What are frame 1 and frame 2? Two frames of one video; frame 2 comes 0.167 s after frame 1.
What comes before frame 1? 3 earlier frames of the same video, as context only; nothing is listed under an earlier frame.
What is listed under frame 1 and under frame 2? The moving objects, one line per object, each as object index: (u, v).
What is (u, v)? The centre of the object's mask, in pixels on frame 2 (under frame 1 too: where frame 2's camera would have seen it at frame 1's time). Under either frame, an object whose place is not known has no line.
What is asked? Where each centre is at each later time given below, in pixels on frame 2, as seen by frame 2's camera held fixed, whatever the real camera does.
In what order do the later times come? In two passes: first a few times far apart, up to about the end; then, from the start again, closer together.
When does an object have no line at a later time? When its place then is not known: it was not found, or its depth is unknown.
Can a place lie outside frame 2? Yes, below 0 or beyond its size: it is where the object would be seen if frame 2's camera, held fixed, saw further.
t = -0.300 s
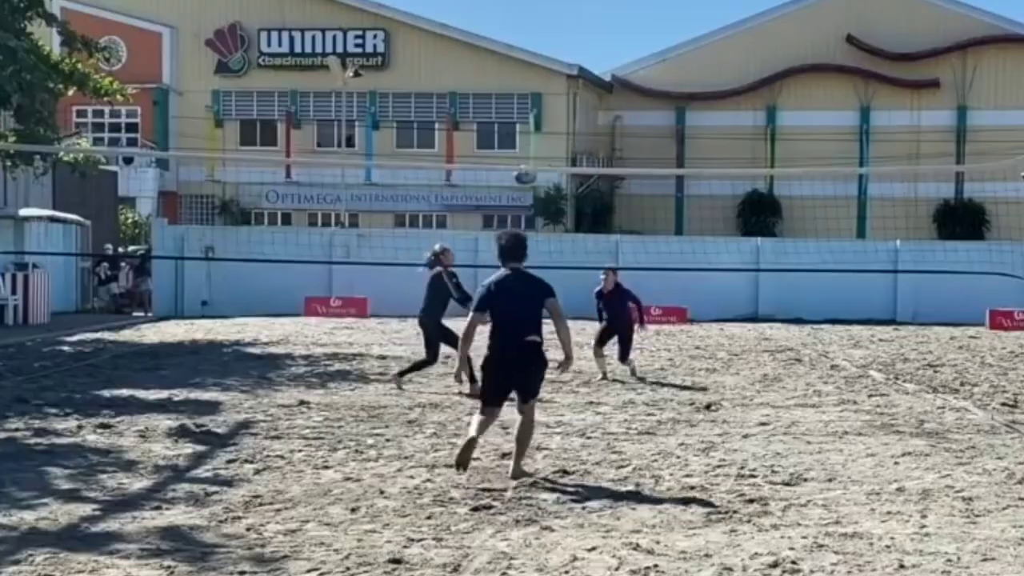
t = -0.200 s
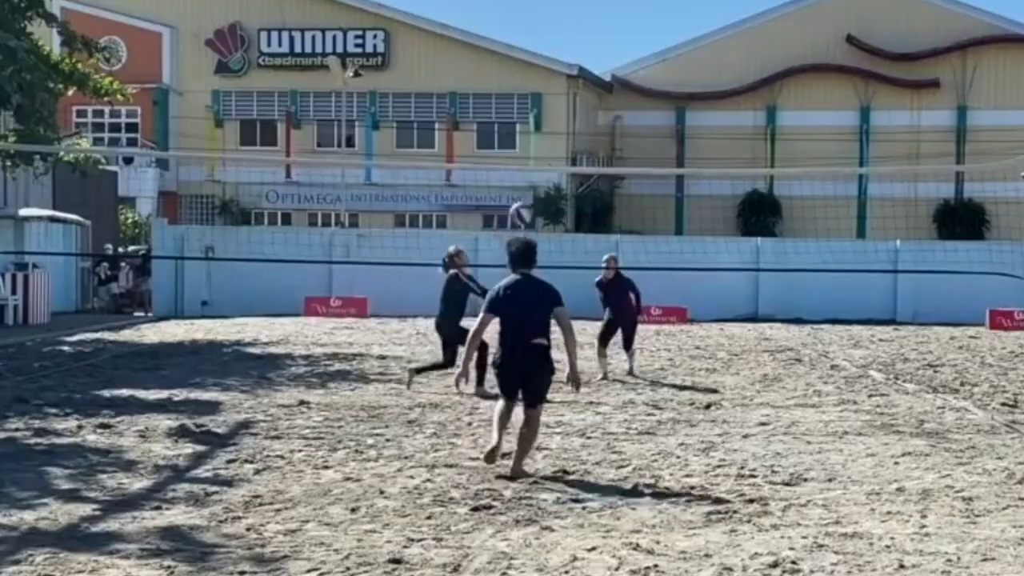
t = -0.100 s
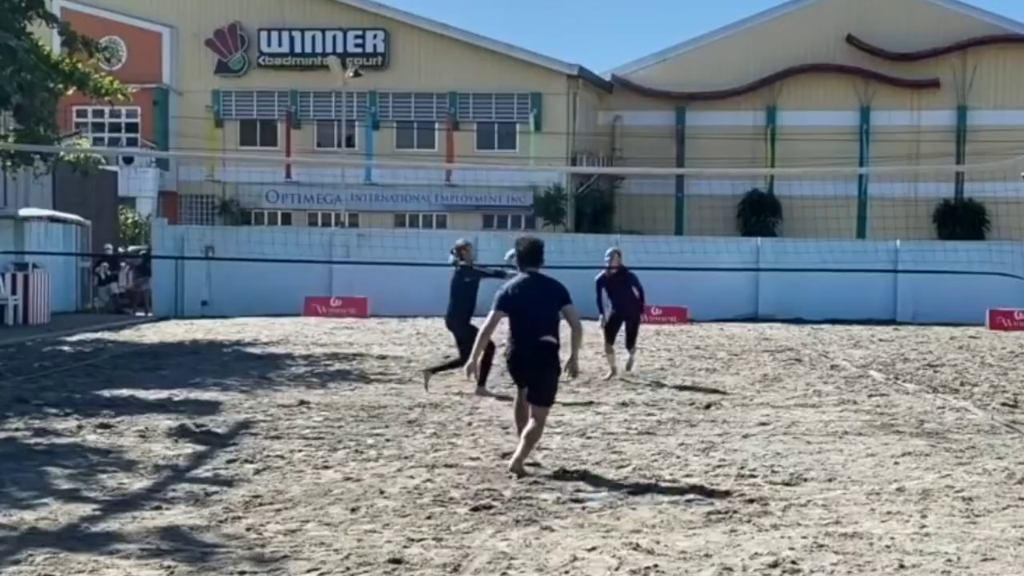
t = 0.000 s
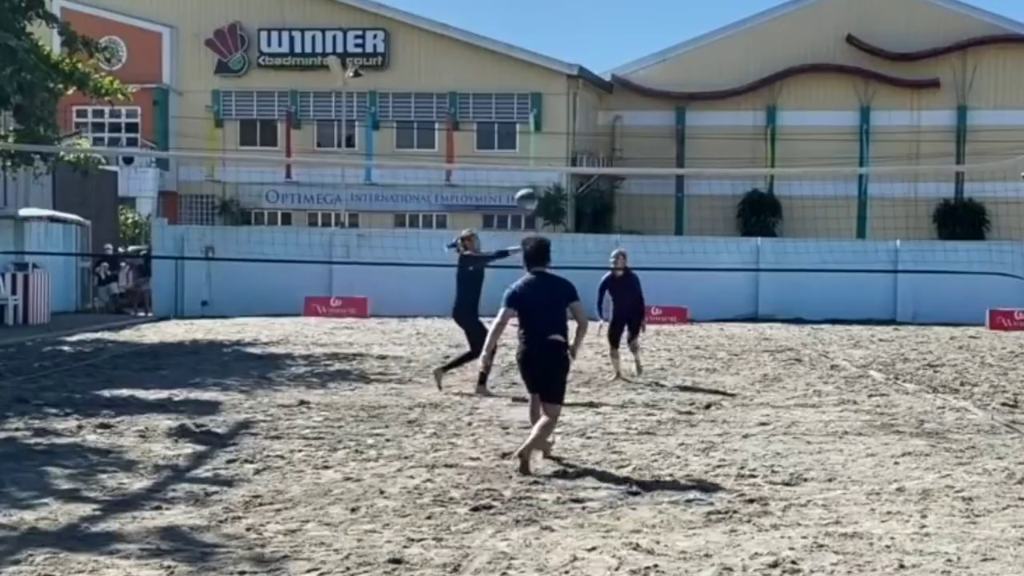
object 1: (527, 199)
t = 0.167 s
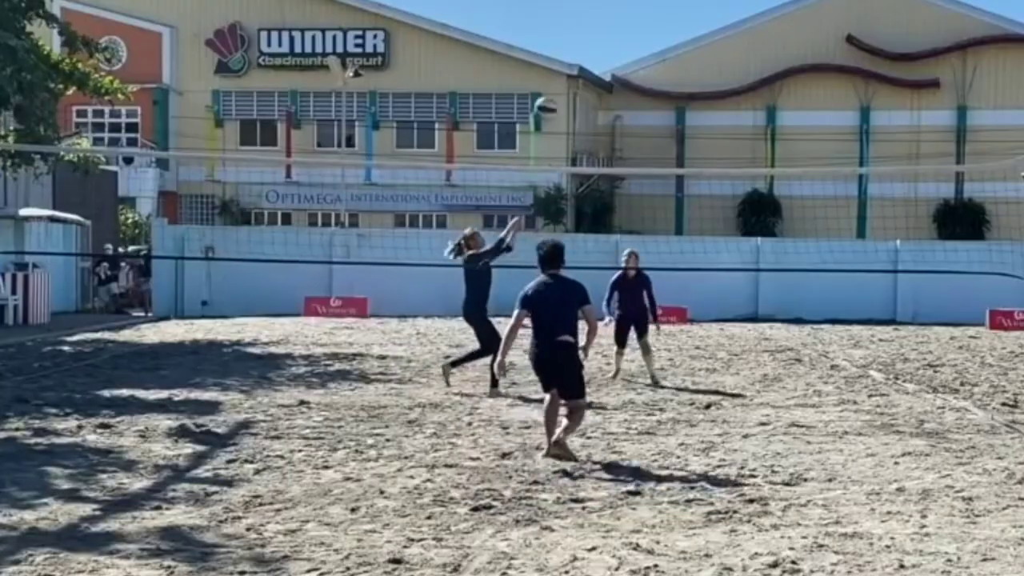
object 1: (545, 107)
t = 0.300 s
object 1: (562, 55)
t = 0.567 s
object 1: (594, 8)
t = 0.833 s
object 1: (624, 30)
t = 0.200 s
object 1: (549, 93)
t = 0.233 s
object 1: (553, 79)
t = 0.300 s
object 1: (562, 55)
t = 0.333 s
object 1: (566, 45)
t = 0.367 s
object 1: (570, 36)
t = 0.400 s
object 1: (574, 28)
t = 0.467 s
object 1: (582, 15)
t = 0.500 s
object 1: (586, 11)
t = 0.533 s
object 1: (589, 9)
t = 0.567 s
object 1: (594, 8)
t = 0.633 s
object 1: (601, 7)
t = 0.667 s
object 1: (605, 8)
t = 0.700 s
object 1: (609, 9)
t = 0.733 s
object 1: (613, 12)
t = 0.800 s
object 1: (620, 22)
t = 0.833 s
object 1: (624, 30)
